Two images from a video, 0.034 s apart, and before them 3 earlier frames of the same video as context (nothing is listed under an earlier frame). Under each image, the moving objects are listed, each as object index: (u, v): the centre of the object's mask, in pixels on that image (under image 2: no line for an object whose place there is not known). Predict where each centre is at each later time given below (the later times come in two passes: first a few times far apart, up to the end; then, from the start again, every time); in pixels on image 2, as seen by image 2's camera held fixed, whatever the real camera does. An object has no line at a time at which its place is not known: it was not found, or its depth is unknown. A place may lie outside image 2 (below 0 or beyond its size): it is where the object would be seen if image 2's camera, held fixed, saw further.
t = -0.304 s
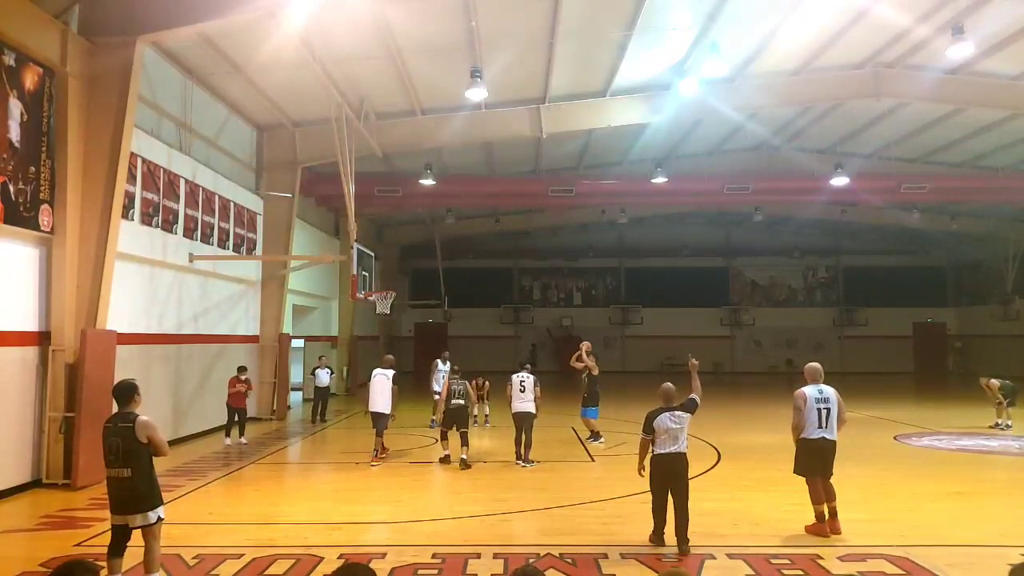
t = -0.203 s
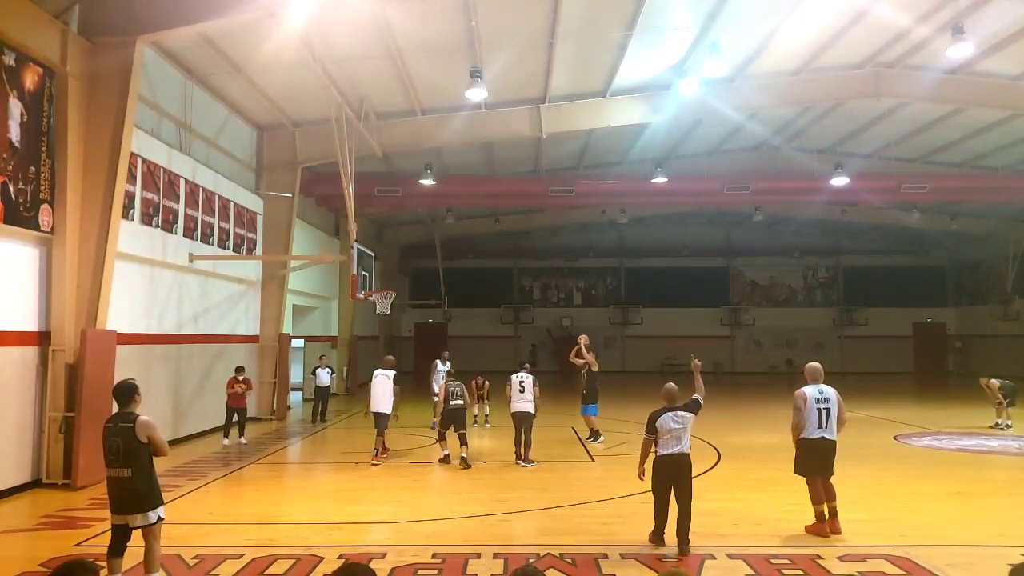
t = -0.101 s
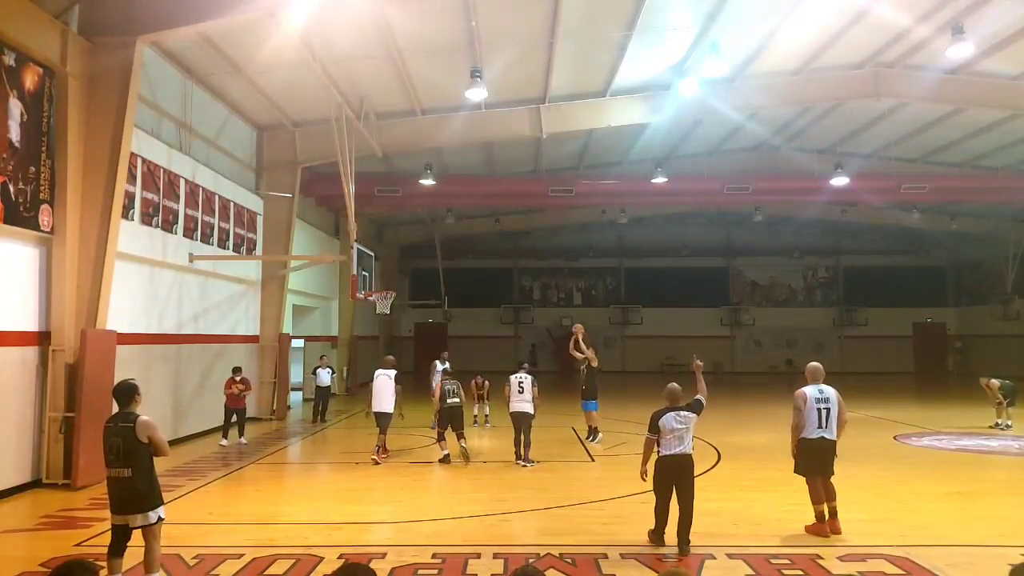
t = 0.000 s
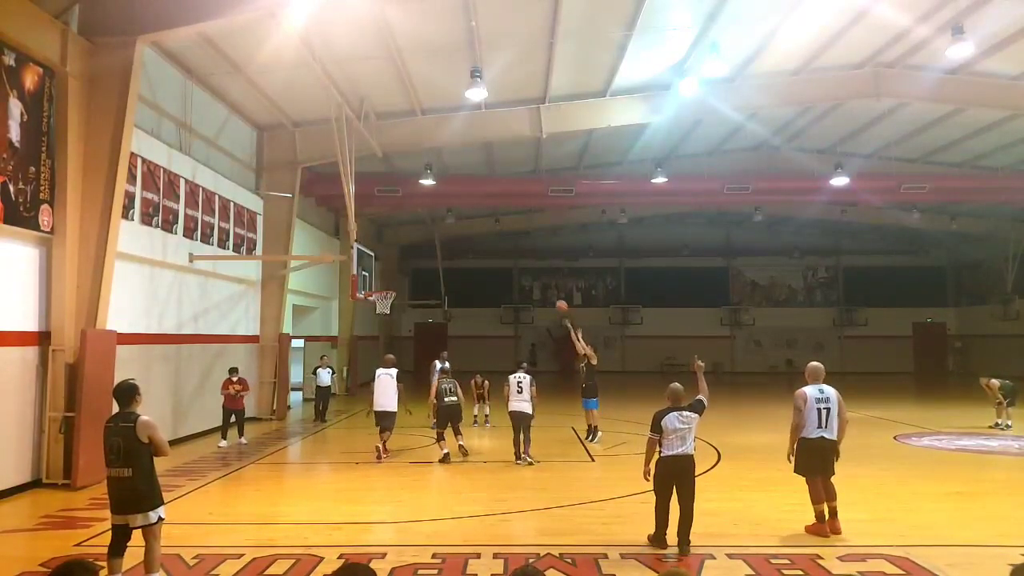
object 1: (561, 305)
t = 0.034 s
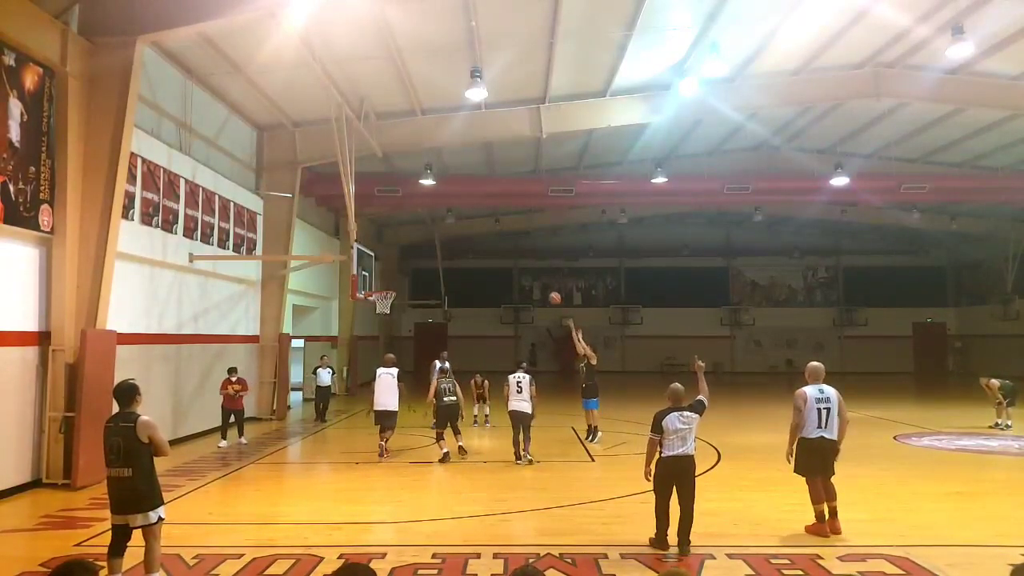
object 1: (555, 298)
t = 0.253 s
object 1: (512, 261)
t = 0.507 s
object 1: (466, 244)
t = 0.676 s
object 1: (436, 249)
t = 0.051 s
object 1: (551, 295)
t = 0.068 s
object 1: (548, 291)
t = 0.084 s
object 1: (545, 287)
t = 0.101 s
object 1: (542, 284)
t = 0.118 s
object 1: (538, 281)
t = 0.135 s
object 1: (535, 278)
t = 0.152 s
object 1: (532, 275)
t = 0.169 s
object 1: (529, 272)
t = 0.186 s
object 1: (526, 270)
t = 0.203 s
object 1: (522, 267)
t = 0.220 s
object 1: (519, 265)
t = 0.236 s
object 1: (516, 263)
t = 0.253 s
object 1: (512, 261)
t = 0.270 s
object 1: (509, 258)
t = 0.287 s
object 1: (507, 257)
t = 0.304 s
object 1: (503, 255)
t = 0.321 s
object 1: (500, 253)
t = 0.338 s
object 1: (498, 252)
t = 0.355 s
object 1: (494, 250)
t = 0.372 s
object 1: (491, 249)
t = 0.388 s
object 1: (488, 248)
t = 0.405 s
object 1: (485, 247)
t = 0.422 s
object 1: (482, 247)
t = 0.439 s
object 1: (479, 246)
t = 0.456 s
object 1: (476, 245)
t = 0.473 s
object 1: (473, 245)
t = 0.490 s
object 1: (469, 244)
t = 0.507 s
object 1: (466, 244)
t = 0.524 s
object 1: (463, 244)
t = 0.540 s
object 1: (460, 244)
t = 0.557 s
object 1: (457, 244)
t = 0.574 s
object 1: (454, 245)
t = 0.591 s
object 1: (451, 245)
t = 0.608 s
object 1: (448, 246)
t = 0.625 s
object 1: (445, 246)
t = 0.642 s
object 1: (442, 247)
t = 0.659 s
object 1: (439, 248)
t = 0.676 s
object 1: (436, 249)
